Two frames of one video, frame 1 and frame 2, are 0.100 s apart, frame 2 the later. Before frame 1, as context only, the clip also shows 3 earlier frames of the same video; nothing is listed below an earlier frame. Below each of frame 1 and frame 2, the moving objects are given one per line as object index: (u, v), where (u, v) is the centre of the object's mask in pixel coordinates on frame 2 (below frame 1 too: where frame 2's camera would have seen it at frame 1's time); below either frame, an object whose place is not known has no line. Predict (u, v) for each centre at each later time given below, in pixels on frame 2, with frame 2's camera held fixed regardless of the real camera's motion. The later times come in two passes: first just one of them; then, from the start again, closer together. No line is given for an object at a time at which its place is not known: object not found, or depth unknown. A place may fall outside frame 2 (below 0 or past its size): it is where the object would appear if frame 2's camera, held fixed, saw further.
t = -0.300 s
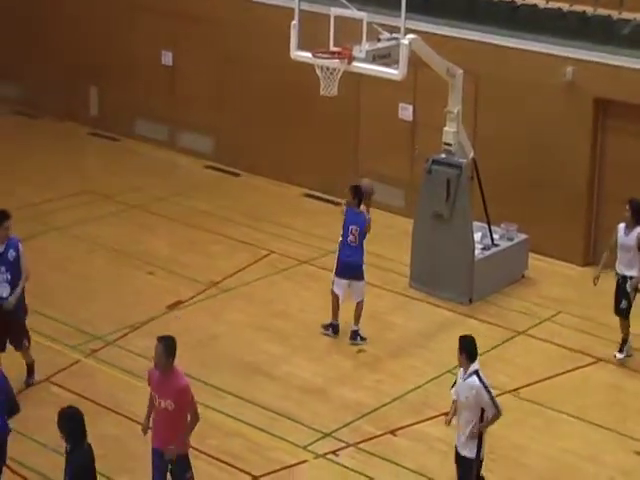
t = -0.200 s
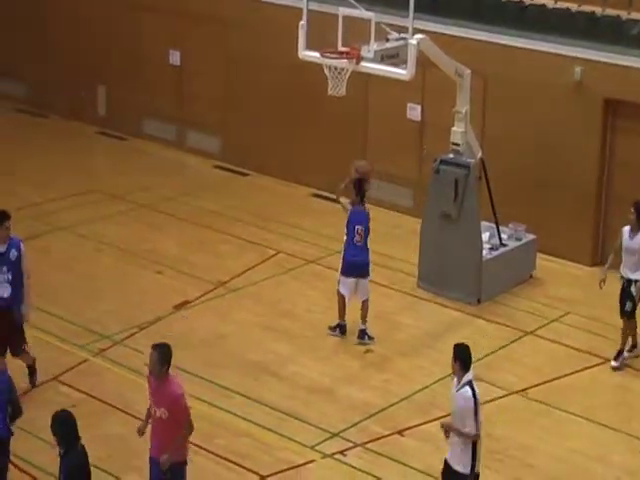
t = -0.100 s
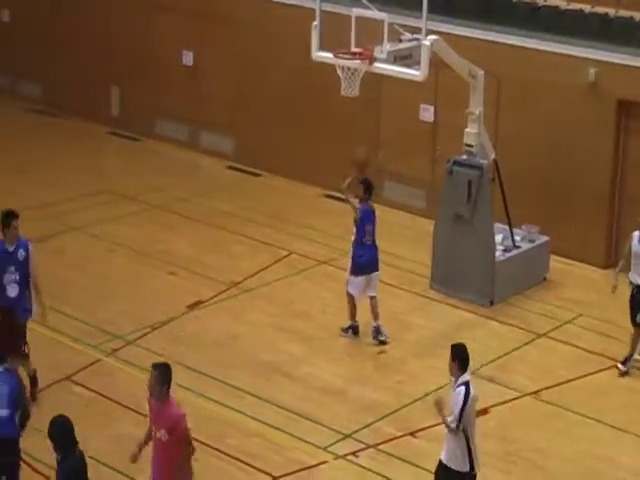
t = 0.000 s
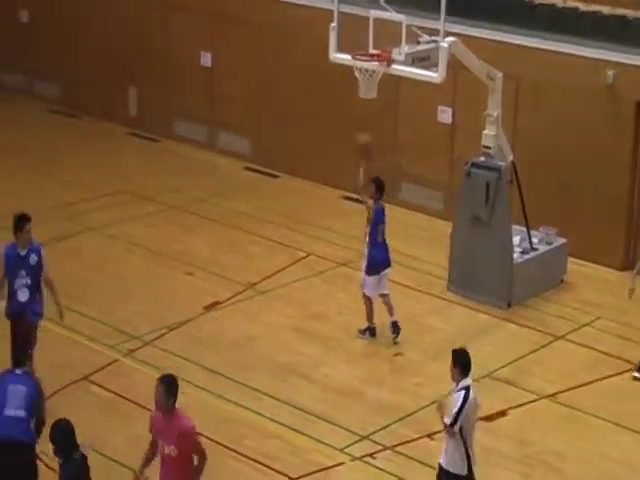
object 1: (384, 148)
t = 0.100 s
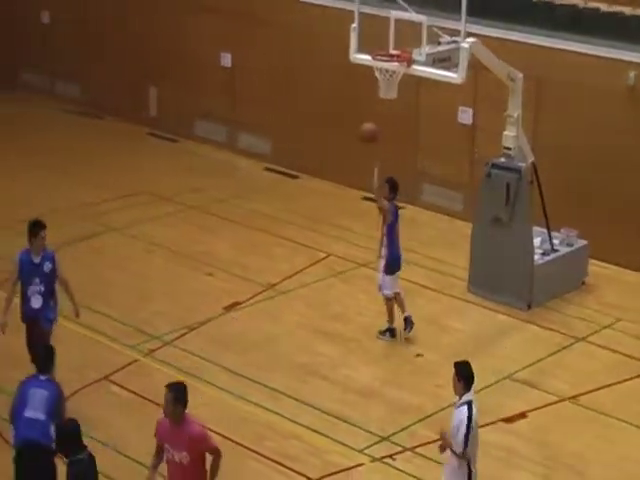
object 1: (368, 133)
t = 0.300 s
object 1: (335, 135)
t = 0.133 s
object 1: (362, 131)
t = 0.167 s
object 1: (356, 129)
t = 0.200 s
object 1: (350, 130)
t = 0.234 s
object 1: (346, 130)
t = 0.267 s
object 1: (340, 133)
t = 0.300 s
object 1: (335, 135)
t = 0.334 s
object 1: (330, 140)
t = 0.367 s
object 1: (324, 146)
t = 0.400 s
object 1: (319, 152)
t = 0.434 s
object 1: (315, 156)
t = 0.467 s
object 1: (308, 167)
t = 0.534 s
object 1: (296, 188)
